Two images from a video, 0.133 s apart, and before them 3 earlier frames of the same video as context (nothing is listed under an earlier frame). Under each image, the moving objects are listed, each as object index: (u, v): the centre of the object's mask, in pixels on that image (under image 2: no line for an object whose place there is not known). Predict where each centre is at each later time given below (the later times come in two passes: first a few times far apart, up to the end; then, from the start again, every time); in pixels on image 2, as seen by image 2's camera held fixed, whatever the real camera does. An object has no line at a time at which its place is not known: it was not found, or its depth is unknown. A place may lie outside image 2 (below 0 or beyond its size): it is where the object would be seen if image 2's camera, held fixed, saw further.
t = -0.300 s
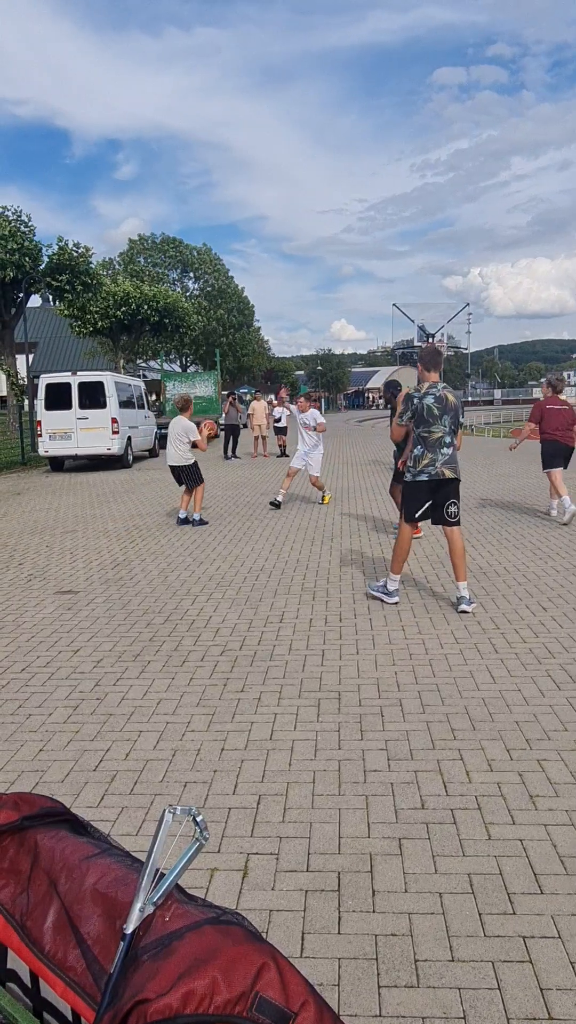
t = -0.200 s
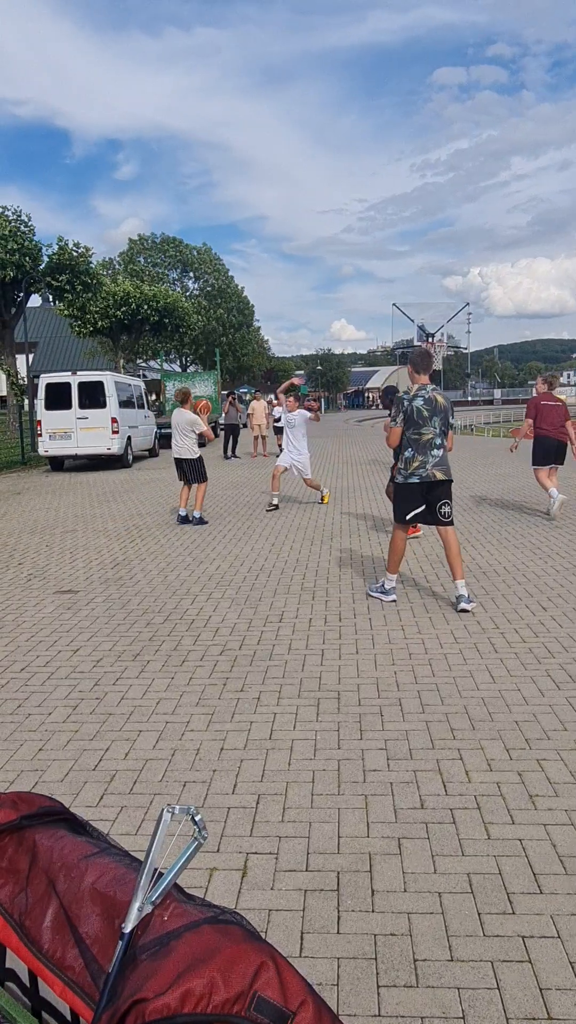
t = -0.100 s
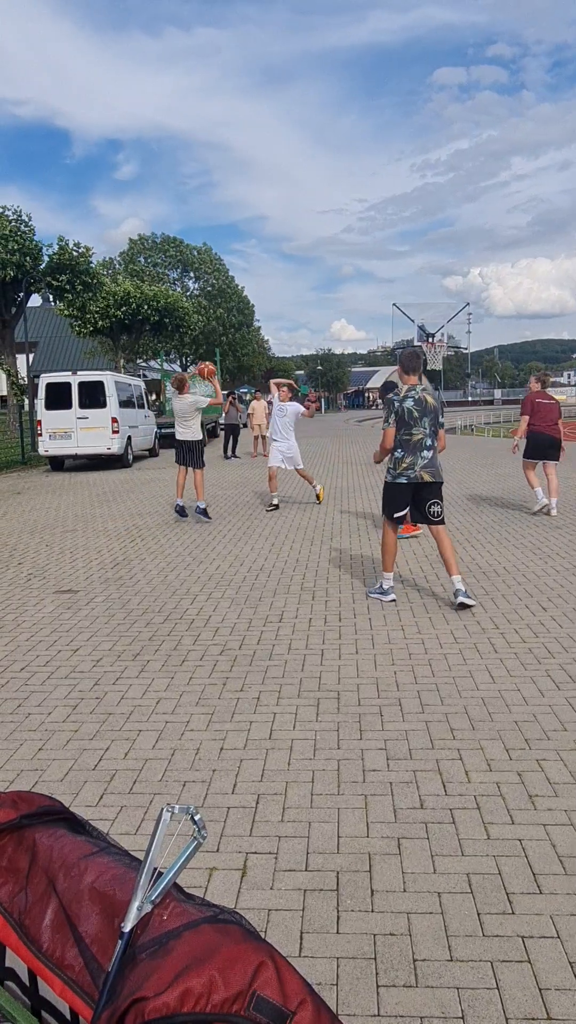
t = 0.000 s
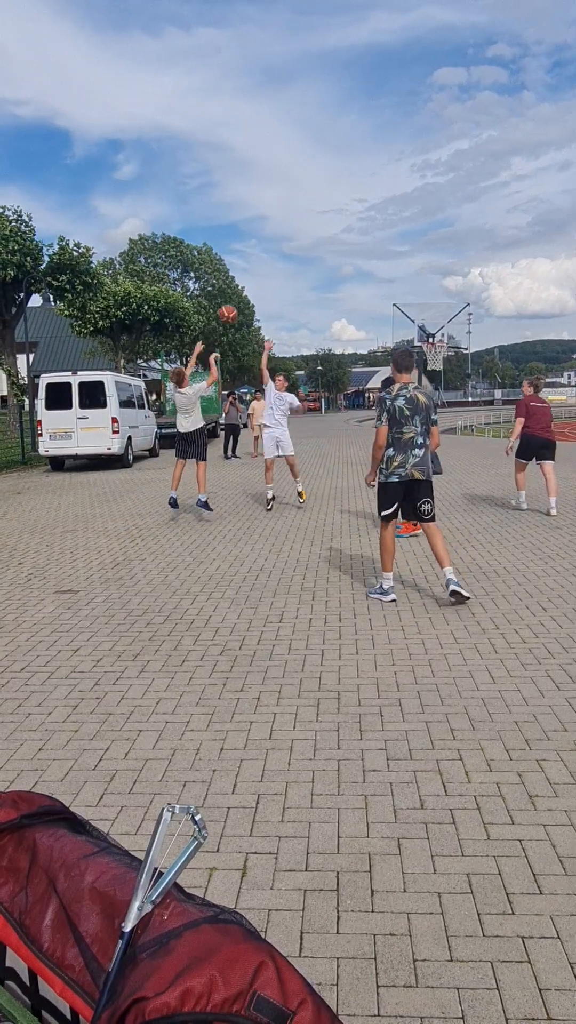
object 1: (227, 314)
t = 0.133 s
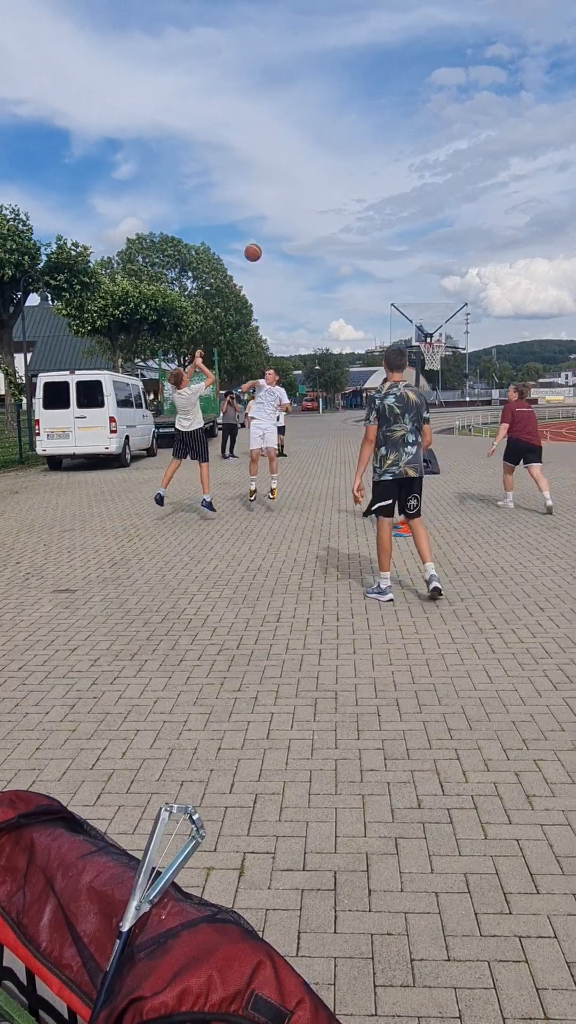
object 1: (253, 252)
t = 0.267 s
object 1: (278, 208)
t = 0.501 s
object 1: (318, 166)
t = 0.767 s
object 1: (357, 170)
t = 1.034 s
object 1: (391, 217)
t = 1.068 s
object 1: (395, 225)
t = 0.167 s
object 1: (259, 240)
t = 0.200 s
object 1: (265, 228)
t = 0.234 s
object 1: (272, 217)
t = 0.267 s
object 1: (278, 208)
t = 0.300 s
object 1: (284, 199)
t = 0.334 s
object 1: (290, 191)
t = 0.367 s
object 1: (296, 185)
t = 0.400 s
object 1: (301, 179)
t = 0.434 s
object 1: (307, 174)
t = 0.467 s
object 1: (312, 170)
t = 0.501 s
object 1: (318, 166)
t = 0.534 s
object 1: (323, 164)
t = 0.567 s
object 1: (328, 163)
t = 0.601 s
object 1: (334, 162)
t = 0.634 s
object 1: (339, 162)
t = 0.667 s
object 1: (343, 163)
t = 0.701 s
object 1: (348, 164)
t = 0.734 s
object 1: (353, 167)
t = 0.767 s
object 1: (357, 170)
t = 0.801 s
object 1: (362, 174)
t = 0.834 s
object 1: (366, 178)
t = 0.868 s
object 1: (371, 183)
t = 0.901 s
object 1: (375, 189)
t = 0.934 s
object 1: (379, 195)
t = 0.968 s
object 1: (384, 202)
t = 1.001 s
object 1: (388, 209)
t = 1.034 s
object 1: (391, 217)
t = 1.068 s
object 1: (395, 225)
